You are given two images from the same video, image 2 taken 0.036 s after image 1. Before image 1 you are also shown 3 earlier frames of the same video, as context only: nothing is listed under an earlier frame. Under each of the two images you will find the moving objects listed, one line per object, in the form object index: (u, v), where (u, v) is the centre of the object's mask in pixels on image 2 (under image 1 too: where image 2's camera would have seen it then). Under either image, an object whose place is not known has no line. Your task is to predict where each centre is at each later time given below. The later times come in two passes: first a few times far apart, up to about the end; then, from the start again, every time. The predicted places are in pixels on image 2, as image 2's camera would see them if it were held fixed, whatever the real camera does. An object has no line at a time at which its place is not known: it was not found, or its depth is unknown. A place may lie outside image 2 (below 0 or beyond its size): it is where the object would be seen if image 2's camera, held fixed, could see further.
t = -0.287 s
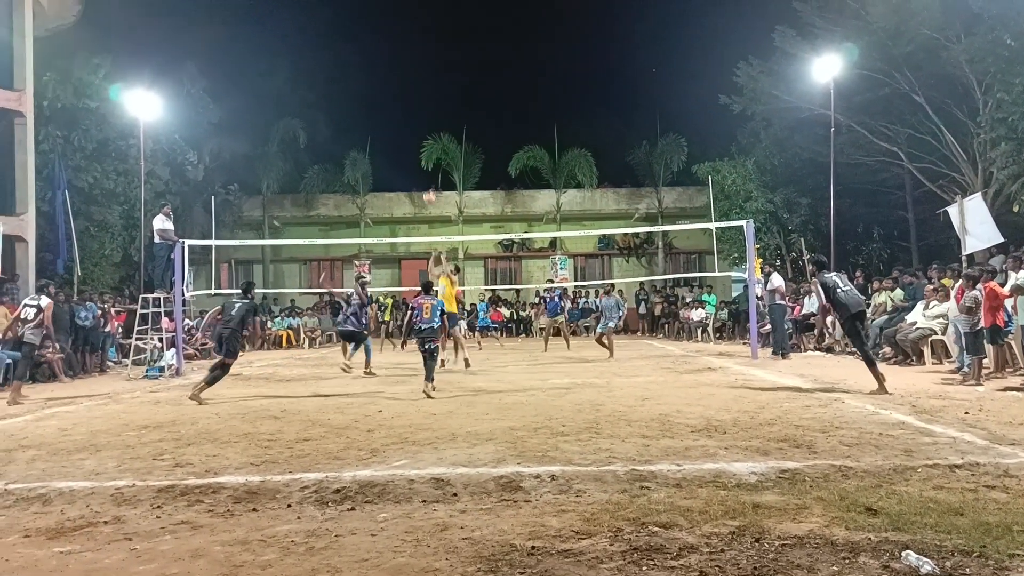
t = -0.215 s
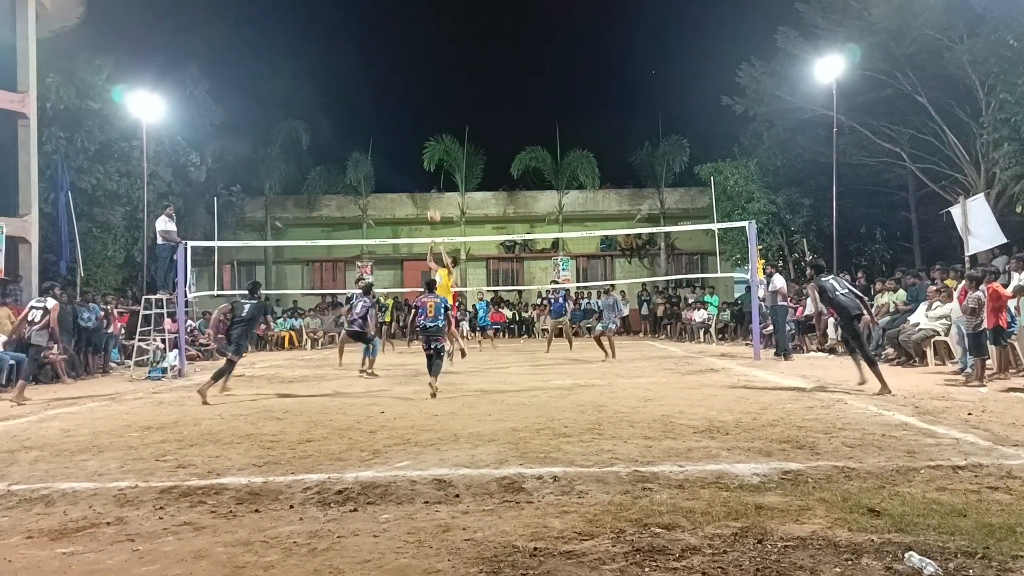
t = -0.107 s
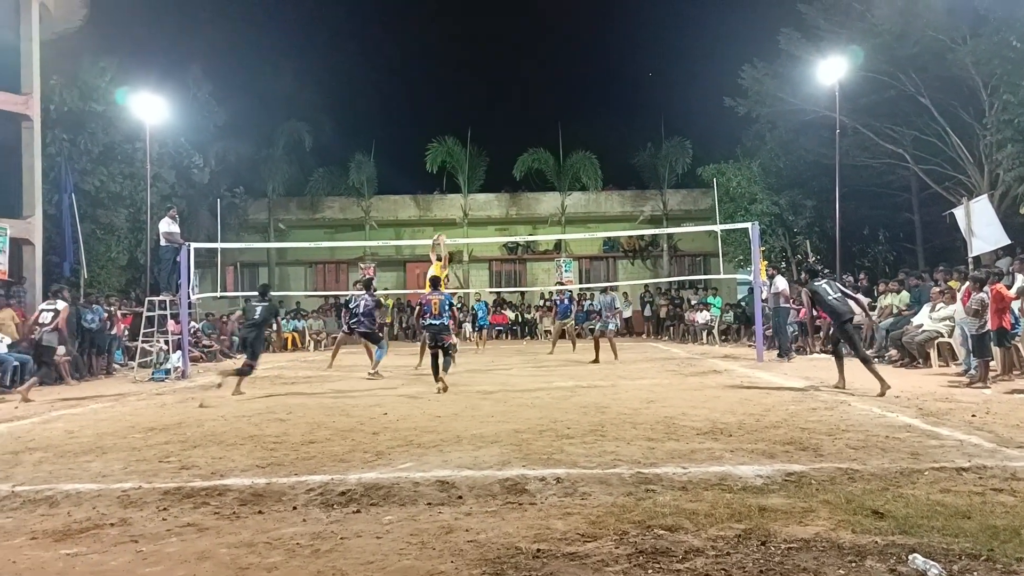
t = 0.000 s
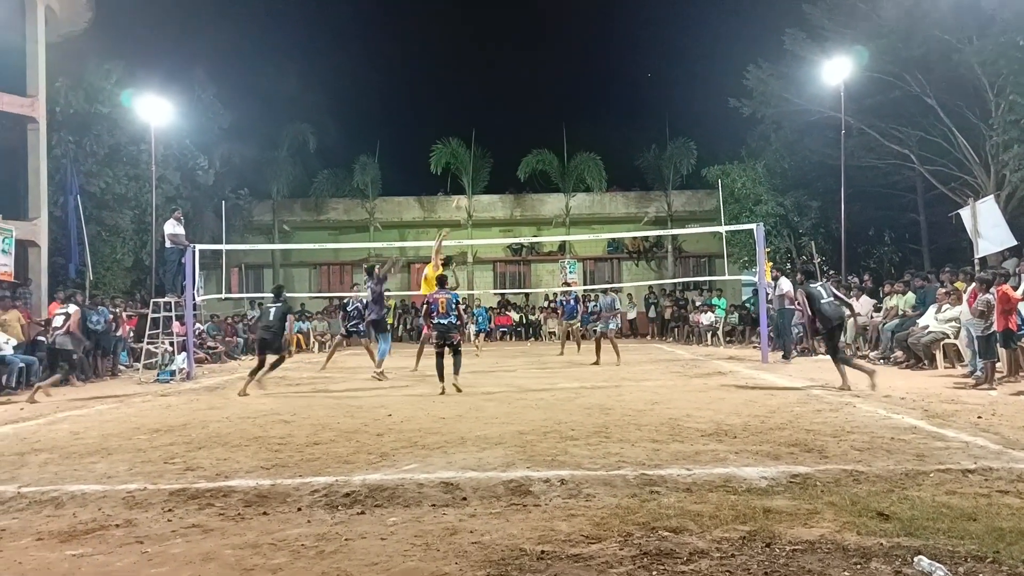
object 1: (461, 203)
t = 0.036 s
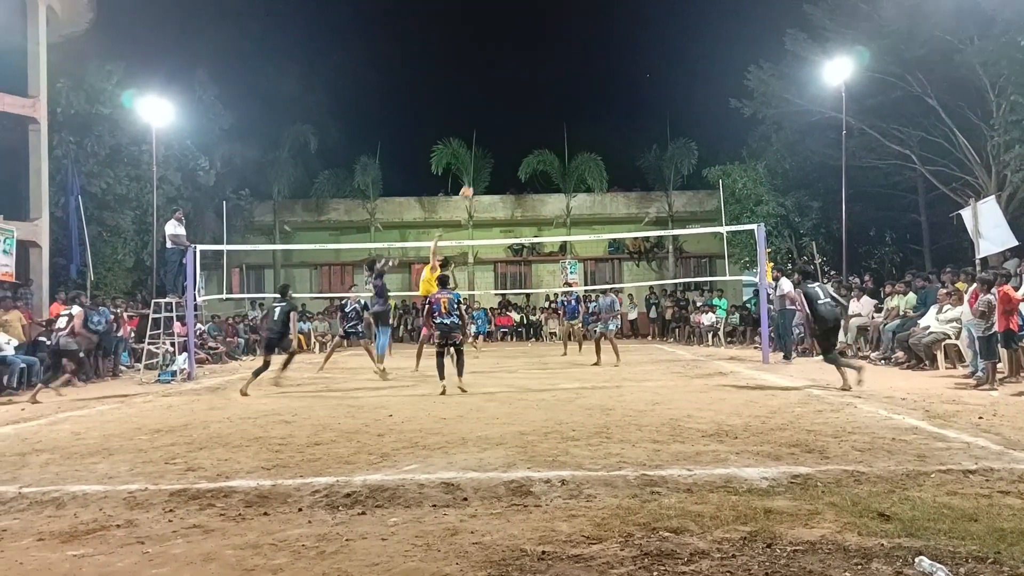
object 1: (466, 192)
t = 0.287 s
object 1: (507, 128)
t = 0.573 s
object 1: (557, 97)
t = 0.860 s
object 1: (607, 110)
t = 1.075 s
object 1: (645, 152)
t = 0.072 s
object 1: (472, 181)
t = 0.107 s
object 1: (478, 170)
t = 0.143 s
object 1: (484, 160)
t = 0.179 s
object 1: (490, 152)
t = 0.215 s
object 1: (496, 143)
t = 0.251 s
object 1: (501, 135)
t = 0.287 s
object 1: (507, 128)
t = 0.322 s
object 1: (513, 122)
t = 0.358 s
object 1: (519, 116)
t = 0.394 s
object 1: (525, 111)
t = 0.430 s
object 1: (531, 107)
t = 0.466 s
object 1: (538, 103)
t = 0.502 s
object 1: (545, 101)
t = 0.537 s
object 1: (551, 99)
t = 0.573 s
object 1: (557, 97)
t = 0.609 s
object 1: (563, 96)
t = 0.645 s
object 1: (570, 96)
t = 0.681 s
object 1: (576, 96)
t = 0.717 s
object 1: (582, 98)
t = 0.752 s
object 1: (589, 100)
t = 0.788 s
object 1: (594, 103)
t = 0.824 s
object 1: (601, 106)
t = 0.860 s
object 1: (607, 110)
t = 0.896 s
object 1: (613, 116)
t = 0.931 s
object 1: (619, 121)
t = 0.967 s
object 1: (626, 128)
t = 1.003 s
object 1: (632, 135)
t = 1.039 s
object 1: (638, 143)
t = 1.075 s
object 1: (645, 152)
